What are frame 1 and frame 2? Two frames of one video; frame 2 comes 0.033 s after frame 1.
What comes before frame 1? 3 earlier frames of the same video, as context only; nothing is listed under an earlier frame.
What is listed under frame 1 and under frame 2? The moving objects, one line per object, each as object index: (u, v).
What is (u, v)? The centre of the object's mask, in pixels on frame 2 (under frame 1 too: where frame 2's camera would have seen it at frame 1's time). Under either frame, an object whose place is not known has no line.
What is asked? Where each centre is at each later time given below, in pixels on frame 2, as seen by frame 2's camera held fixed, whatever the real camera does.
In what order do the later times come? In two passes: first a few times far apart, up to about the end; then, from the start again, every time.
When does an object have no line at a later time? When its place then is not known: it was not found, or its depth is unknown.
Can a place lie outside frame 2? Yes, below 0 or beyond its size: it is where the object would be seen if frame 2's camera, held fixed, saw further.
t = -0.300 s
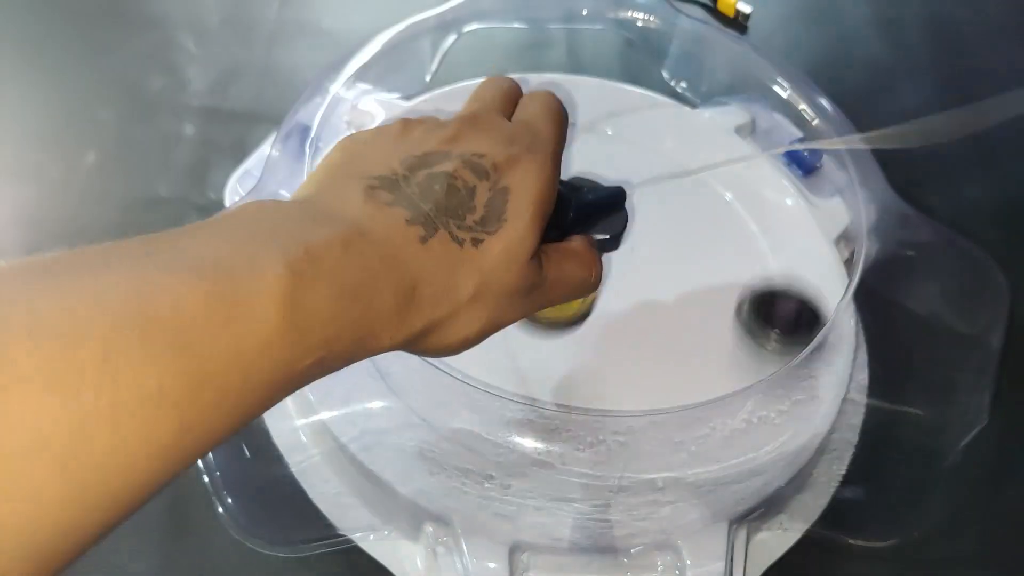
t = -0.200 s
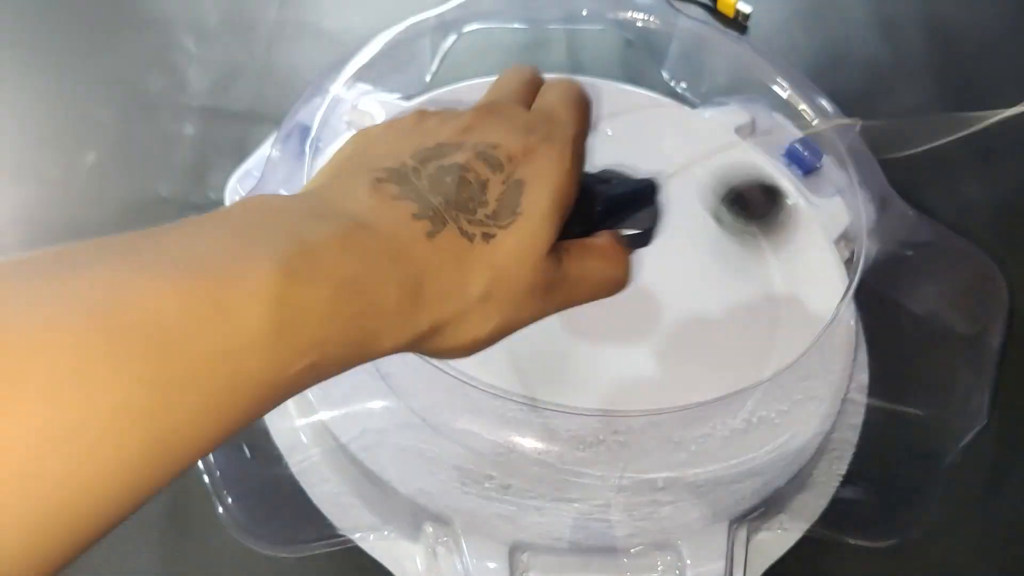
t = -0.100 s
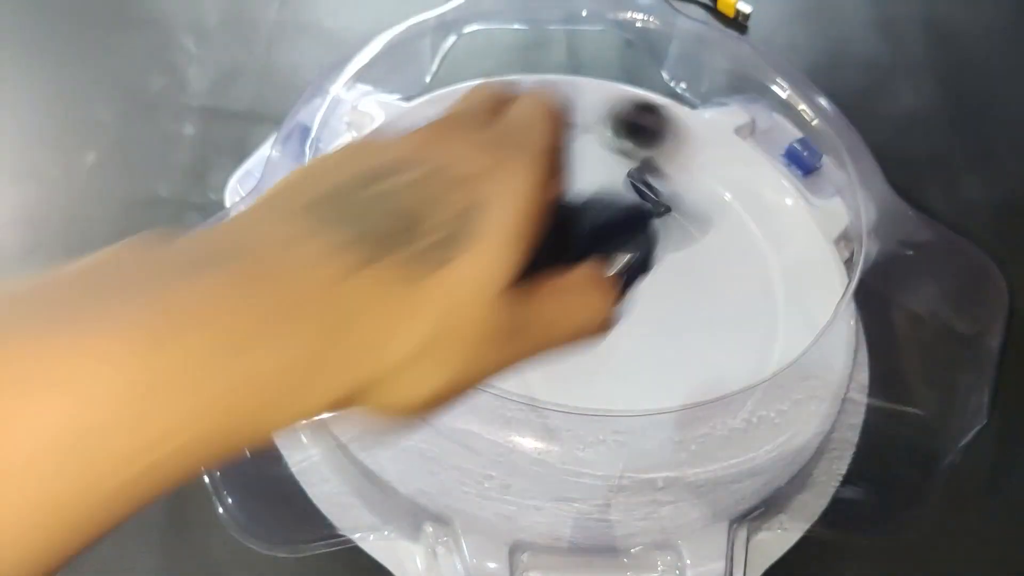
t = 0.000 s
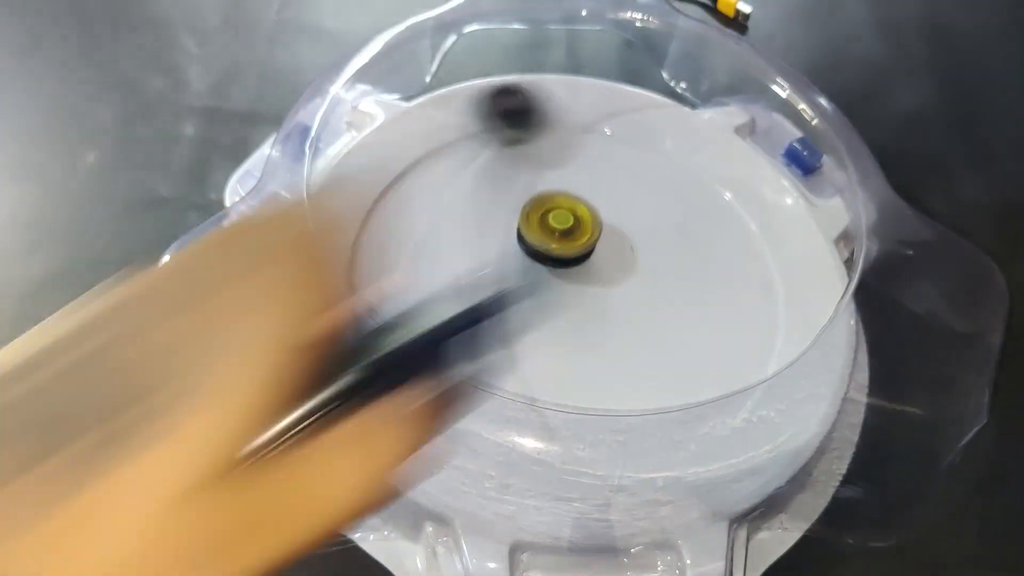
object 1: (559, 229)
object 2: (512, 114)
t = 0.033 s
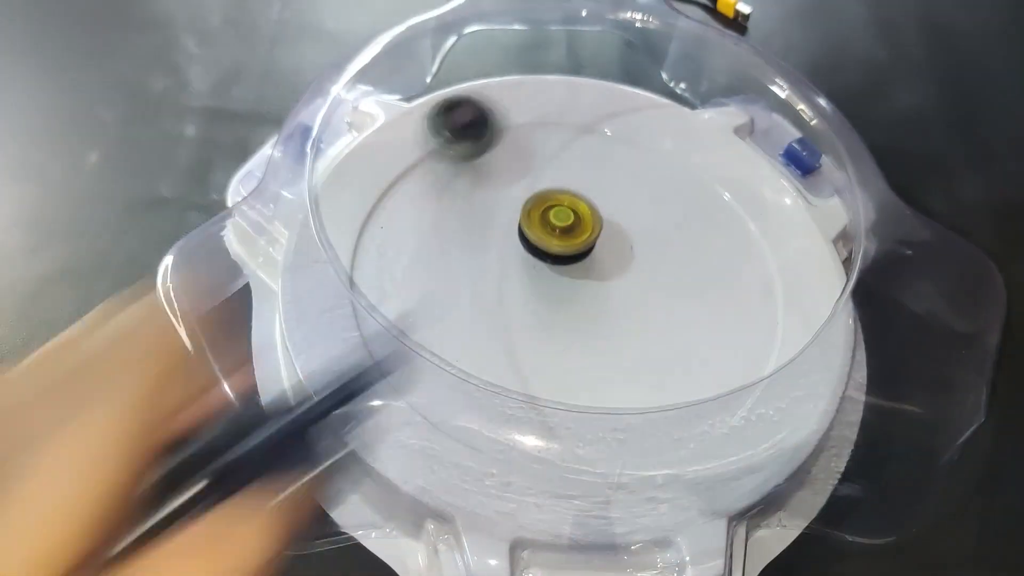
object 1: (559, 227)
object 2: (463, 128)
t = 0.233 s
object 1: (538, 223)
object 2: (374, 335)
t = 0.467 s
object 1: (509, 241)
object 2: (742, 395)
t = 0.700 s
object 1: (540, 275)
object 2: (674, 145)
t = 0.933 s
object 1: (610, 259)
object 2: (401, 170)
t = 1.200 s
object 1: (619, 199)
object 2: (569, 454)
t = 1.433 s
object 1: (574, 194)
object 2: (768, 246)
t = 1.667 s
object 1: (560, 244)
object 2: (529, 112)
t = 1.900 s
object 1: (618, 283)
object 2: (364, 305)
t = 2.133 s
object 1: (669, 260)
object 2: (715, 416)
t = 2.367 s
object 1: (655, 224)
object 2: (712, 169)
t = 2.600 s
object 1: (600, 230)
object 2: (435, 143)
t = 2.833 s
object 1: (570, 284)
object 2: (442, 407)
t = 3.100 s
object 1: (615, 336)
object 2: (783, 302)
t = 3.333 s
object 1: (651, 318)
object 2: (592, 115)
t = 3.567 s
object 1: (629, 275)
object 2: (362, 239)
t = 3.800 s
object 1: (562, 262)
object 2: (598, 454)
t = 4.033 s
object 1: (525, 303)
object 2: (769, 243)
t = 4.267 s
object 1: (566, 333)
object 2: (536, 113)
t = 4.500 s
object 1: (603, 298)
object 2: (364, 282)
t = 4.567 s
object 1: (601, 280)
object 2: (399, 359)
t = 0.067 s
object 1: (558, 225)
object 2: (427, 150)
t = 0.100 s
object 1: (557, 224)
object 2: (405, 168)
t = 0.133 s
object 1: (553, 223)
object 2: (374, 211)
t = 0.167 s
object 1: (549, 223)
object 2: (364, 248)
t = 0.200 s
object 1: (544, 223)
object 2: (360, 289)
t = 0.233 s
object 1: (538, 223)
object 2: (374, 335)
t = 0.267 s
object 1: (532, 224)
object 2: (408, 380)
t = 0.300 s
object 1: (526, 225)
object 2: (452, 416)
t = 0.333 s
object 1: (521, 227)
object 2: (515, 443)
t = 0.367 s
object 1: (517, 230)
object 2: (579, 454)
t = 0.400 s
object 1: (513, 233)
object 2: (645, 450)
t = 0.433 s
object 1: (511, 237)
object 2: (699, 426)
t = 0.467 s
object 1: (509, 241)
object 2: (742, 395)
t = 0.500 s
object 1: (509, 245)
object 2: (767, 353)
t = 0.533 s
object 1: (511, 251)
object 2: (779, 314)
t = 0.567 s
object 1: (513, 256)
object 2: (779, 273)
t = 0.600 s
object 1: (518, 261)
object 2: (763, 233)
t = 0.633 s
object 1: (524, 267)
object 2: (743, 200)
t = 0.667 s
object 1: (531, 271)
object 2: (710, 167)
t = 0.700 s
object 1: (540, 275)
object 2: (674, 145)
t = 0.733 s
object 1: (550, 277)
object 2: (633, 128)
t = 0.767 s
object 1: (561, 278)
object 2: (590, 117)
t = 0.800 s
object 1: (572, 278)
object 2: (551, 112)
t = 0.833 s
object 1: (583, 276)
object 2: (511, 114)
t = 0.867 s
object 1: (593, 271)
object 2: (470, 125)
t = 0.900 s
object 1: (602, 266)
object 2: (435, 145)
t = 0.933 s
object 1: (610, 259)
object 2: (401, 170)
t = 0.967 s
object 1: (616, 251)
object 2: (375, 203)
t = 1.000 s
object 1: (621, 243)
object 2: (363, 239)
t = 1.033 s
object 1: (625, 235)
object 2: (357, 284)
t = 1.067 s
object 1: (627, 227)
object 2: (371, 330)
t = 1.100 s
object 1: (627, 219)
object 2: (402, 374)
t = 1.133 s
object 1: (626, 211)
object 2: (449, 415)
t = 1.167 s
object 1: (624, 205)
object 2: (507, 441)
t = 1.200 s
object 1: (619, 199)
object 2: (569, 454)
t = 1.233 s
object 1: (614, 194)
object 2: (633, 449)
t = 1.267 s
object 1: (608, 191)
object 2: (688, 435)
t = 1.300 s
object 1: (601, 189)
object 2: (734, 404)
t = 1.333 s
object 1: (594, 188)
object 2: (762, 366)
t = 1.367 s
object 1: (587, 189)
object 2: (774, 324)
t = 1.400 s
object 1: (581, 191)
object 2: (781, 286)
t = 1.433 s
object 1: (574, 194)
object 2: (768, 246)
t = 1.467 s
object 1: (568, 198)
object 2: (750, 213)
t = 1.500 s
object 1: (564, 204)
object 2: (725, 180)
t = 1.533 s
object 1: (560, 211)
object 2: (689, 154)
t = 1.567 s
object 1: (557, 218)
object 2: (650, 134)
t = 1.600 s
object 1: (557, 226)
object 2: (610, 119)
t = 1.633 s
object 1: (558, 235)
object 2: (570, 112)
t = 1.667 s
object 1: (560, 244)
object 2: (529, 112)
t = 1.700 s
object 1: (564, 253)
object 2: (488, 119)
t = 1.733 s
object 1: (571, 261)
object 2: (449, 133)
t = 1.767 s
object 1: (578, 269)
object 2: (415, 156)
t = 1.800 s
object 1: (586, 274)
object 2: (384, 187)
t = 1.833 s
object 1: (597, 278)
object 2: (363, 225)
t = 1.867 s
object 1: (607, 282)
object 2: (359, 265)
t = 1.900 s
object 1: (618, 283)
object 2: (364, 305)
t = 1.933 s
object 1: (629, 283)
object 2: (386, 350)
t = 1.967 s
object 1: (638, 282)
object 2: (426, 394)
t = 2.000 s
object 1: (647, 279)
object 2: (483, 432)
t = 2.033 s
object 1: (655, 276)
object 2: (543, 449)
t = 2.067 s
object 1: (662, 272)
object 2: (606, 452)
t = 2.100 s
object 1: (666, 267)
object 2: (667, 443)
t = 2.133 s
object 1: (669, 260)
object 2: (715, 416)
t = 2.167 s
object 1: (672, 253)
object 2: (751, 387)
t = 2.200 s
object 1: (673, 248)
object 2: (773, 344)
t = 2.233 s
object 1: (671, 242)
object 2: (781, 304)
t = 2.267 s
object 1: (669, 237)
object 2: (778, 267)
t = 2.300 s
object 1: (666, 232)
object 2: (761, 229)
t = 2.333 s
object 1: (661, 229)
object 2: (740, 196)
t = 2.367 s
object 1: (655, 224)
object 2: (712, 169)
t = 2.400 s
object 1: (649, 222)
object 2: (674, 144)
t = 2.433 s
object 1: (641, 221)
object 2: (634, 127)
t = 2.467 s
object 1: (633, 220)
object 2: (592, 115)
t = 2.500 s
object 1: (625, 221)
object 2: (553, 111)
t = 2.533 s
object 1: (617, 223)
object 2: (513, 113)
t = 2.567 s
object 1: (608, 227)
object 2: (471, 124)
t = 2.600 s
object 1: (600, 230)
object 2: (435, 143)
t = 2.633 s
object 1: (593, 235)
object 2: (402, 166)
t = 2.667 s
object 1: (587, 242)
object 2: (376, 198)
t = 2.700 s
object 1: (580, 249)
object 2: (362, 242)
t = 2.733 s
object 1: (576, 257)
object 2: (358, 278)
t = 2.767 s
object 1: (573, 265)
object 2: (372, 329)
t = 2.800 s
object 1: (571, 275)
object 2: (398, 369)
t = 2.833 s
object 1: (570, 284)
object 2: (442, 407)
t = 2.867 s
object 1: (572, 294)
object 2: (499, 438)
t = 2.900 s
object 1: (575, 304)
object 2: (560, 452)
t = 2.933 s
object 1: (579, 312)
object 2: (621, 449)
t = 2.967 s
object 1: (586, 318)
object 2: (676, 438)
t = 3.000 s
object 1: (593, 325)
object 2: (722, 413)
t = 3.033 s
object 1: (600, 331)
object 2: (756, 378)
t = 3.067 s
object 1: (606, 334)
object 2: (774, 343)
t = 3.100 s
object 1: (615, 336)
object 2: (783, 302)
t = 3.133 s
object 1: (623, 338)
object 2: (778, 265)
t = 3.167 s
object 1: (628, 337)
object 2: (761, 227)
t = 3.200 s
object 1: (635, 335)
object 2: (740, 194)
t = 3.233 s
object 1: (641, 333)
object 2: (709, 167)
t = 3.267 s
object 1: (645, 329)
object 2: (673, 142)
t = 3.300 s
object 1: (649, 324)
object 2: (634, 127)
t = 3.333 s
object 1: (651, 318)
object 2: (592, 115)
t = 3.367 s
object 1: (652, 312)
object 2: (550, 111)
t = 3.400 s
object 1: (651, 305)
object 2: (512, 113)
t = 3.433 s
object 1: (649, 299)
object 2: (471, 125)
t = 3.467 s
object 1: (646, 292)
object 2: (434, 145)
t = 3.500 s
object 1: (641, 286)
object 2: (402, 167)
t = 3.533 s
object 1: (635, 280)
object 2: (375, 200)
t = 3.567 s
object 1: (629, 275)
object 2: (362, 239)
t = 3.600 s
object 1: (621, 270)
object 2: (359, 278)
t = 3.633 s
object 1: (612, 266)
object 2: (372, 322)
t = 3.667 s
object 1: (602, 263)
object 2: (394, 357)
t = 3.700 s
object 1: (593, 261)
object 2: (433, 400)
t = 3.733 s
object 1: (583, 261)
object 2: (481, 431)
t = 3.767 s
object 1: (572, 261)
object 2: (539, 449)
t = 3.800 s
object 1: (562, 262)
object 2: (598, 454)
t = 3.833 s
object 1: (553, 265)
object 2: (655, 448)
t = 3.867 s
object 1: (546, 270)
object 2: (706, 423)
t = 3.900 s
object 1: (539, 276)
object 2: (742, 396)
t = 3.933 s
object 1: (532, 282)
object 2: (767, 355)
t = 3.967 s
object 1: (528, 289)
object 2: (778, 316)
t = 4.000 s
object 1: (525, 296)
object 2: (781, 282)
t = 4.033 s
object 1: (525, 303)
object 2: (769, 243)
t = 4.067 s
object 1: (526, 310)
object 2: (751, 209)
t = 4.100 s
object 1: (530, 317)
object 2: (723, 180)
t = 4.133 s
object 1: (535, 323)
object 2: (691, 154)
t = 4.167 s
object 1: (542, 327)
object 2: (653, 135)
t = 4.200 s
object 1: (549, 330)
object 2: (615, 121)
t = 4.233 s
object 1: (558, 332)
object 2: (575, 113)
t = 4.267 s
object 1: (566, 333)
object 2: (536, 113)
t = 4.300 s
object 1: (573, 332)
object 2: (497, 118)
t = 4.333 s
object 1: (581, 329)
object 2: (460, 130)
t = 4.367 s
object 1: (588, 325)
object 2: (425, 152)
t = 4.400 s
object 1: (594, 320)
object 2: (397, 176)
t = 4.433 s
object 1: (598, 313)
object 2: (376, 208)
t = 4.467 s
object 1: (601, 306)
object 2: (366, 245)
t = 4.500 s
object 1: (603, 298)
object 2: (364, 282)
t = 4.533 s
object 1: (603, 289)
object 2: (376, 325)
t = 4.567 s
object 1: (601, 280)
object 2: (399, 359)
